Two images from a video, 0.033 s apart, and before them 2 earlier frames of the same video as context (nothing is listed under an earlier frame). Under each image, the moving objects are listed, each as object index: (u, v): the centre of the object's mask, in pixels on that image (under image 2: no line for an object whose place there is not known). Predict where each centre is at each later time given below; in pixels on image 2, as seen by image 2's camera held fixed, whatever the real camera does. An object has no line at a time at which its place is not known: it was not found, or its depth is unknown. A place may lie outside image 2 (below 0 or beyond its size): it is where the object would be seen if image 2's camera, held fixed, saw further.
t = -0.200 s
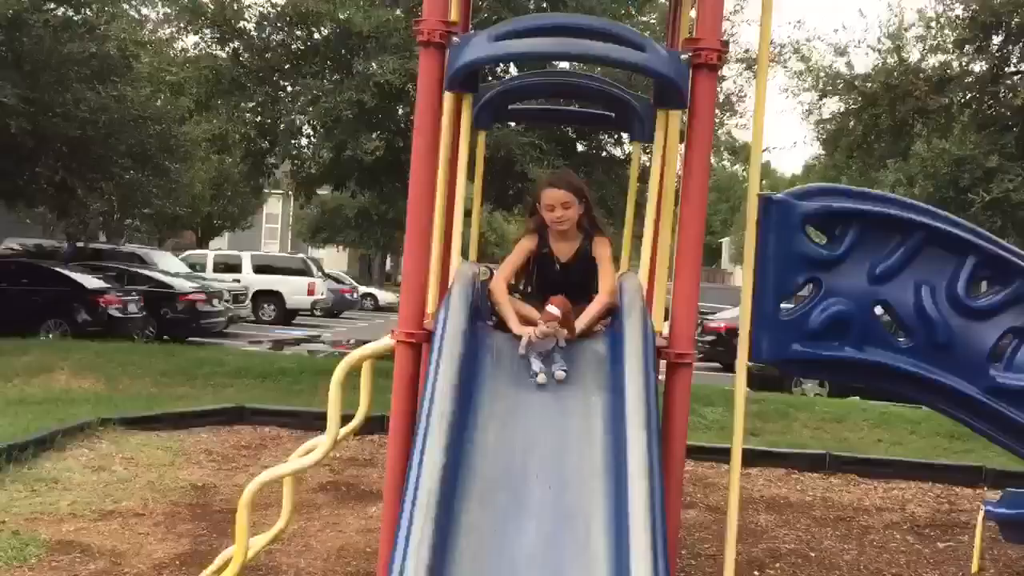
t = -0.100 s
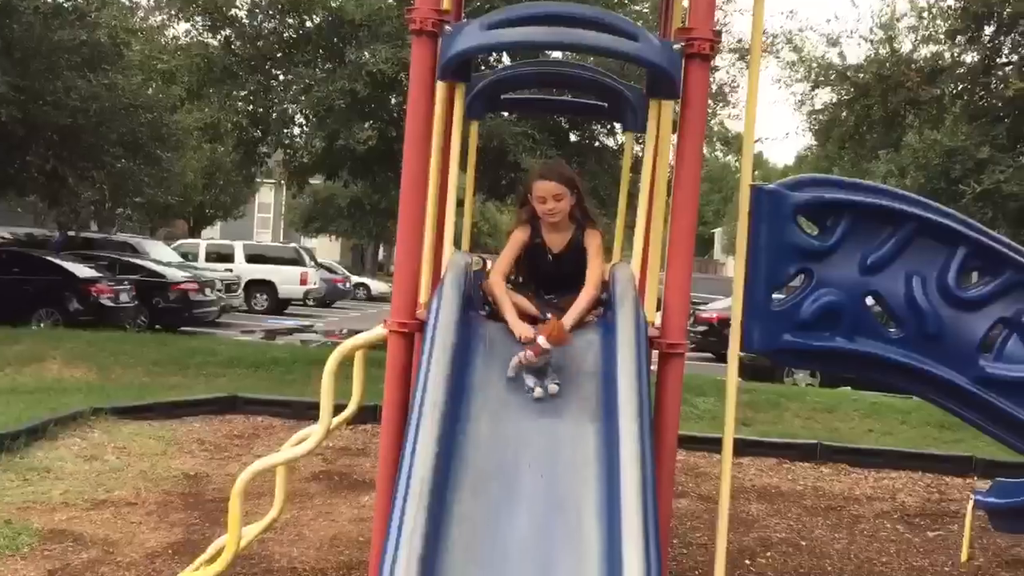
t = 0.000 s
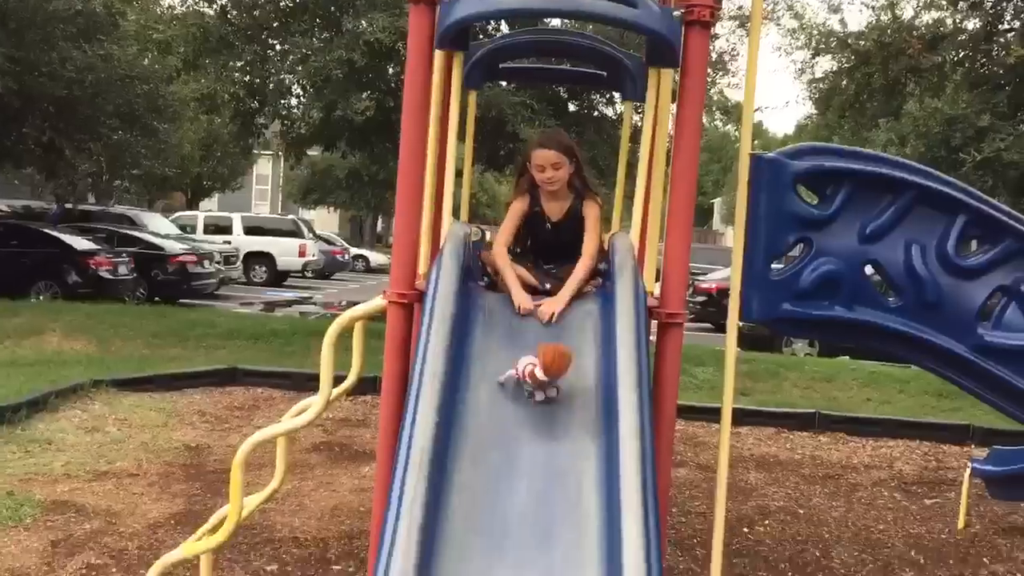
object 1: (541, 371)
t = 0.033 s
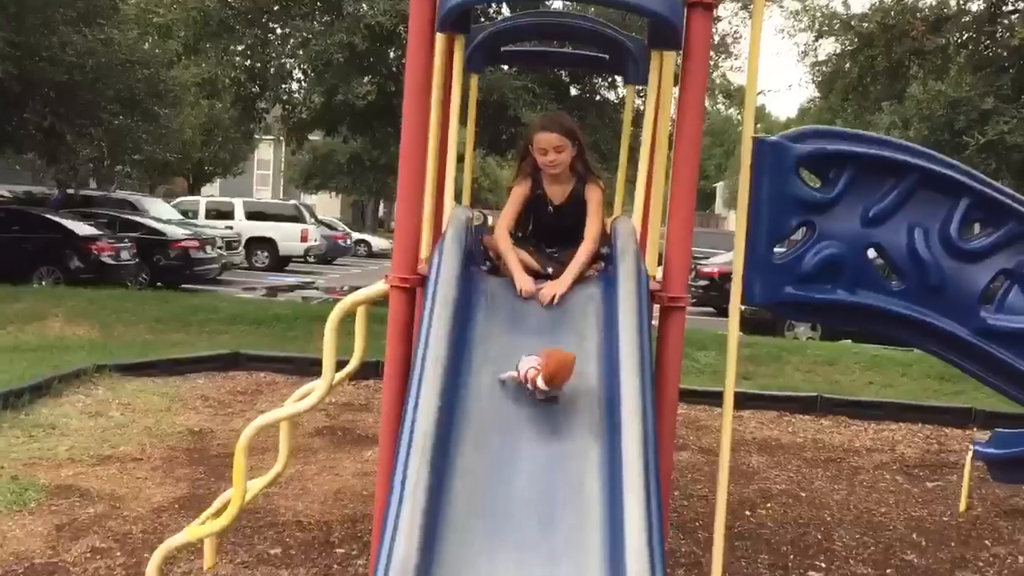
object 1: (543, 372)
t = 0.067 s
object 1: (542, 394)
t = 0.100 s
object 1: (540, 419)
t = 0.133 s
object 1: (539, 444)
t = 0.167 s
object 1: (539, 470)
